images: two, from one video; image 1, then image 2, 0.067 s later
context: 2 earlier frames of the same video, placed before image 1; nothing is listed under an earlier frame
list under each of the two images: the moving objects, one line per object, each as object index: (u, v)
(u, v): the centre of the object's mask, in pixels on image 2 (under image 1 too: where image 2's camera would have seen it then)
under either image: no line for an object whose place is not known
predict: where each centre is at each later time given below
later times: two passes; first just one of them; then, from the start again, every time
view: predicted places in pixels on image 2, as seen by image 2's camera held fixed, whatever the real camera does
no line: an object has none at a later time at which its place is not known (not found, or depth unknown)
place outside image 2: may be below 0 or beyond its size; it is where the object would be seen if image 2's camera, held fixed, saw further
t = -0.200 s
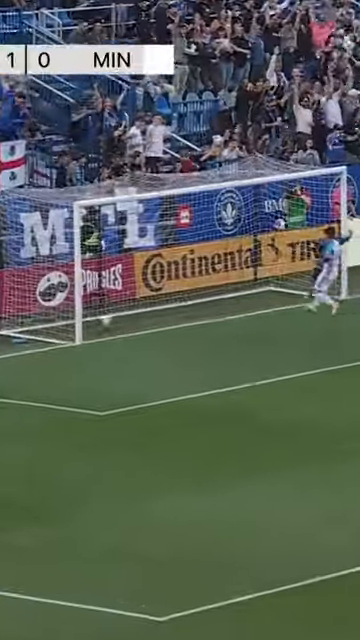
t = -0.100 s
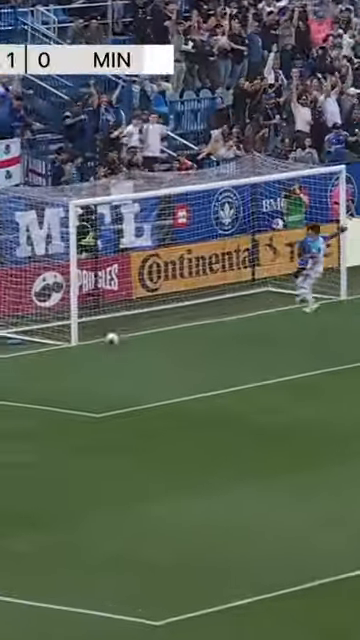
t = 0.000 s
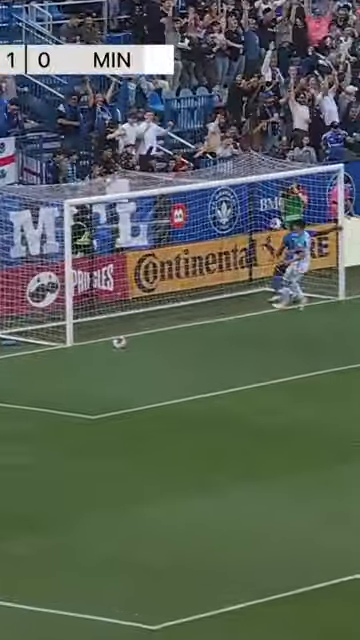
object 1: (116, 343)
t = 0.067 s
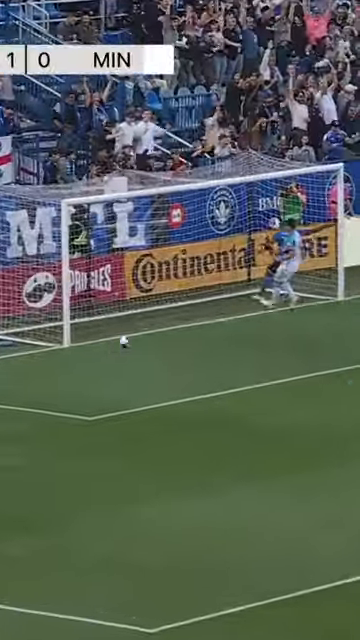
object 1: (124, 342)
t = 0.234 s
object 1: (146, 346)
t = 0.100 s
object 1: (129, 341)
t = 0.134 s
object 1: (133, 341)
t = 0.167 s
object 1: (137, 342)
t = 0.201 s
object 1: (142, 344)
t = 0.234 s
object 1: (146, 346)
